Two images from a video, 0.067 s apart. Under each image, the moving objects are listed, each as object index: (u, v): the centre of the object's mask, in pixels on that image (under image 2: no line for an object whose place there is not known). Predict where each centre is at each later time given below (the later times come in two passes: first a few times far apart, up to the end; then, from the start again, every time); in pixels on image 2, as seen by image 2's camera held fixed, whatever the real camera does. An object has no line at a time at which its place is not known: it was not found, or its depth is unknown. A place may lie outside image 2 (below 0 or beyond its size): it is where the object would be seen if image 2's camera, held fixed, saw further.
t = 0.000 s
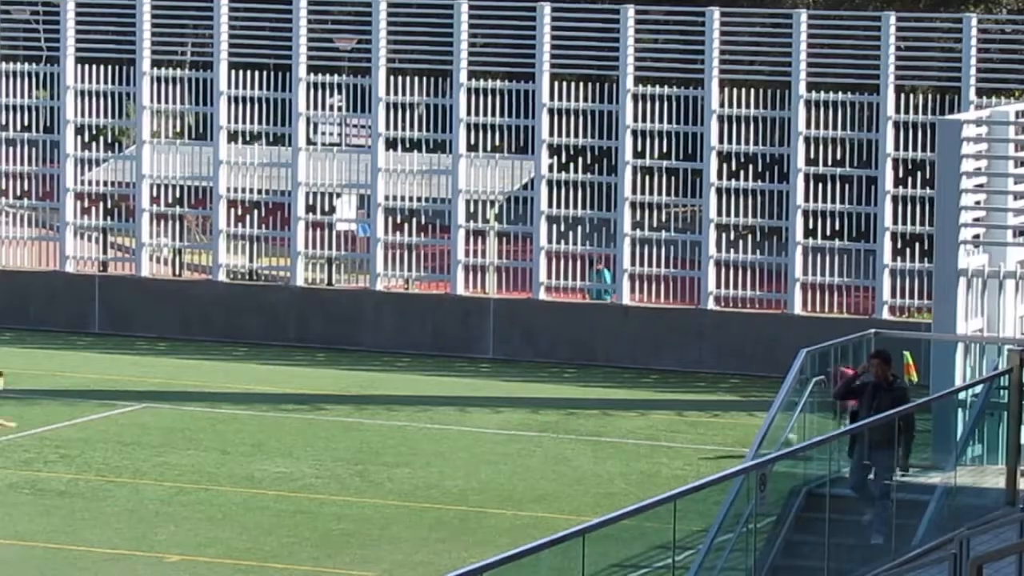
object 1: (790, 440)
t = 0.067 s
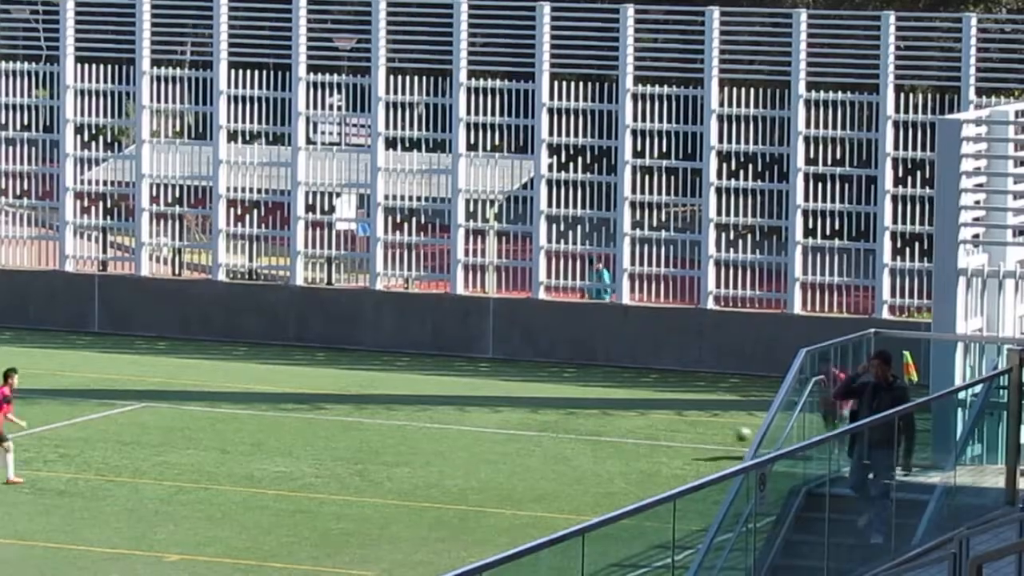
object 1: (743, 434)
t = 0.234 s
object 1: (636, 434)
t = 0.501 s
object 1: (478, 452)
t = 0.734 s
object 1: (371, 456)
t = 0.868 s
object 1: (309, 459)
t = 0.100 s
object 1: (721, 432)
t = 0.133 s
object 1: (700, 432)
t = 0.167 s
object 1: (679, 432)
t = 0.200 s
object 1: (657, 433)
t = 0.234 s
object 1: (636, 434)
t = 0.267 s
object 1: (615, 437)
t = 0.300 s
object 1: (593, 441)
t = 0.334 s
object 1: (572, 445)
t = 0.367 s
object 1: (551, 450)
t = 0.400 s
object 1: (529, 457)
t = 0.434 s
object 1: (509, 458)
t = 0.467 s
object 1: (494, 455)
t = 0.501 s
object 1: (478, 452)
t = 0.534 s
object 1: (463, 450)
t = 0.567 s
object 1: (447, 449)
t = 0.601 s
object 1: (431, 449)
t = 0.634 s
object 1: (416, 449)
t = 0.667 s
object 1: (400, 451)
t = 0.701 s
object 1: (385, 453)
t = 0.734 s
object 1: (371, 456)
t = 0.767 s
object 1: (355, 461)
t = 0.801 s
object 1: (339, 463)
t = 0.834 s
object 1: (324, 461)
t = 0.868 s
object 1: (309, 459)
